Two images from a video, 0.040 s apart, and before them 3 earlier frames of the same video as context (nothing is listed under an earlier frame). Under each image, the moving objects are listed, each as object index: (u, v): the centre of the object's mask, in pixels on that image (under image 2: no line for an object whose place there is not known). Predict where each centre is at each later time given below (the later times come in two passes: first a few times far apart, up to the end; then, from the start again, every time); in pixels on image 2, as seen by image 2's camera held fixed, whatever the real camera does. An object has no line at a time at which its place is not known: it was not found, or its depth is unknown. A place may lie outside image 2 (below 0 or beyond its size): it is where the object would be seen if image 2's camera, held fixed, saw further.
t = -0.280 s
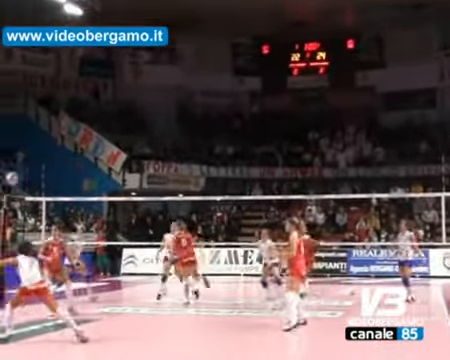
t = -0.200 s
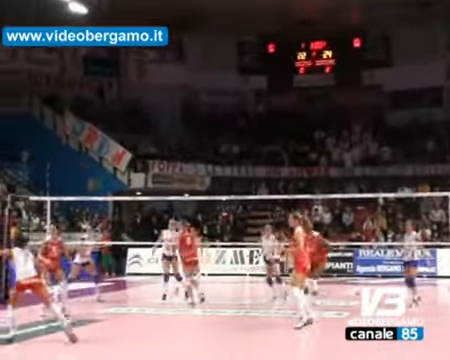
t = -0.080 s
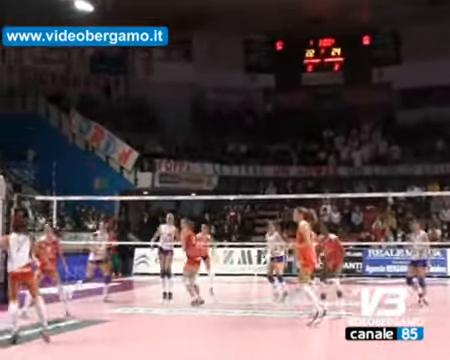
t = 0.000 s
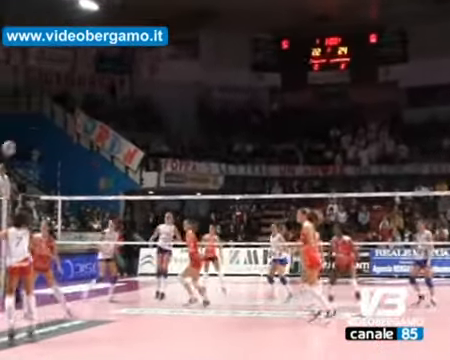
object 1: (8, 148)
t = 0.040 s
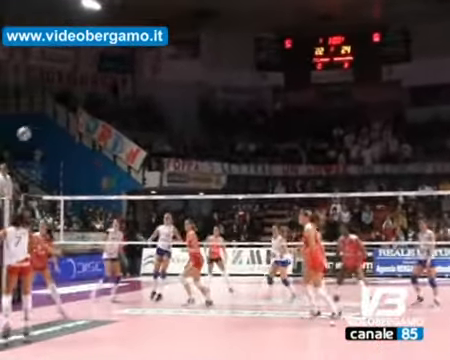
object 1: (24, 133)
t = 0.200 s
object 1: (73, 89)
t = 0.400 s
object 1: (133, 58)
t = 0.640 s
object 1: (198, 54)
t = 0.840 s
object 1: (247, 74)
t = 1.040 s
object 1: (292, 116)
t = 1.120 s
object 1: (310, 139)
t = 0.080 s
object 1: (36, 121)
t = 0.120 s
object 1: (49, 109)
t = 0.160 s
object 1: (62, 99)
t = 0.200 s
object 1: (73, 89)
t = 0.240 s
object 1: (85, 81)
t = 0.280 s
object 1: (97, 74)
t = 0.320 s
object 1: (110, 68)
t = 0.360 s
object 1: (121, 63)
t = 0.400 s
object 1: (133, 58)
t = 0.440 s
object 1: (144, 56)
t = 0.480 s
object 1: (154, 54)
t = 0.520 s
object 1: (165, 51)
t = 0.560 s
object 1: (176, 51)
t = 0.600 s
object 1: (187, 52)
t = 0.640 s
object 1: (198, 54)
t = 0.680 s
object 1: (208, 56)
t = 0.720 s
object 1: (218, 60)
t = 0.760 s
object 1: (228, 63)
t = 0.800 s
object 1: (237, 68)
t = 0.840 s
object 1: (247, 74)
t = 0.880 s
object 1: (257, 81)
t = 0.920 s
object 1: (266, 89)
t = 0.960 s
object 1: (275, 98)
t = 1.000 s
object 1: (283, 106)
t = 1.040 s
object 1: (292, 116)
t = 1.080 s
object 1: (301, 127)
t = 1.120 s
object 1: (310, 139)
